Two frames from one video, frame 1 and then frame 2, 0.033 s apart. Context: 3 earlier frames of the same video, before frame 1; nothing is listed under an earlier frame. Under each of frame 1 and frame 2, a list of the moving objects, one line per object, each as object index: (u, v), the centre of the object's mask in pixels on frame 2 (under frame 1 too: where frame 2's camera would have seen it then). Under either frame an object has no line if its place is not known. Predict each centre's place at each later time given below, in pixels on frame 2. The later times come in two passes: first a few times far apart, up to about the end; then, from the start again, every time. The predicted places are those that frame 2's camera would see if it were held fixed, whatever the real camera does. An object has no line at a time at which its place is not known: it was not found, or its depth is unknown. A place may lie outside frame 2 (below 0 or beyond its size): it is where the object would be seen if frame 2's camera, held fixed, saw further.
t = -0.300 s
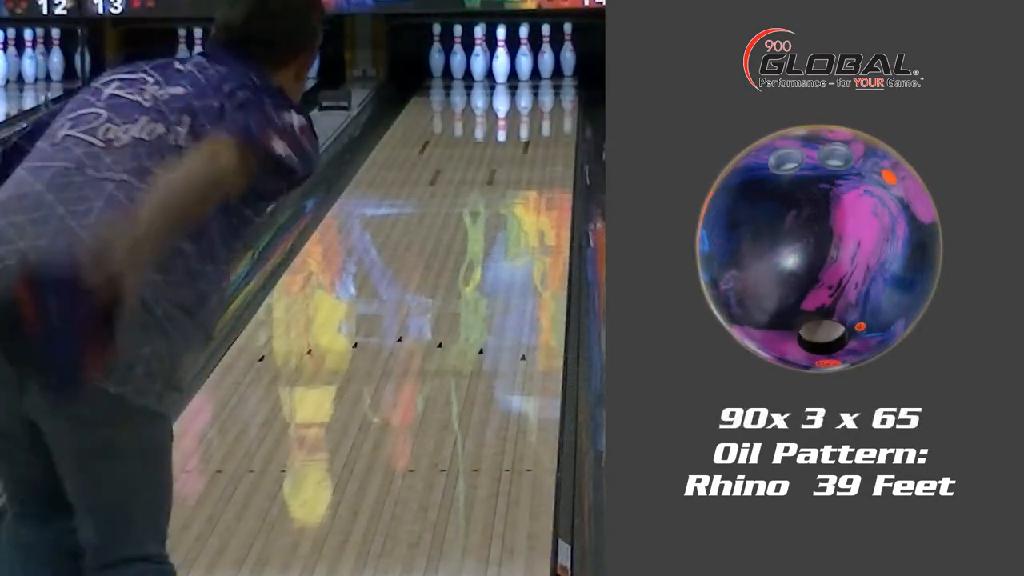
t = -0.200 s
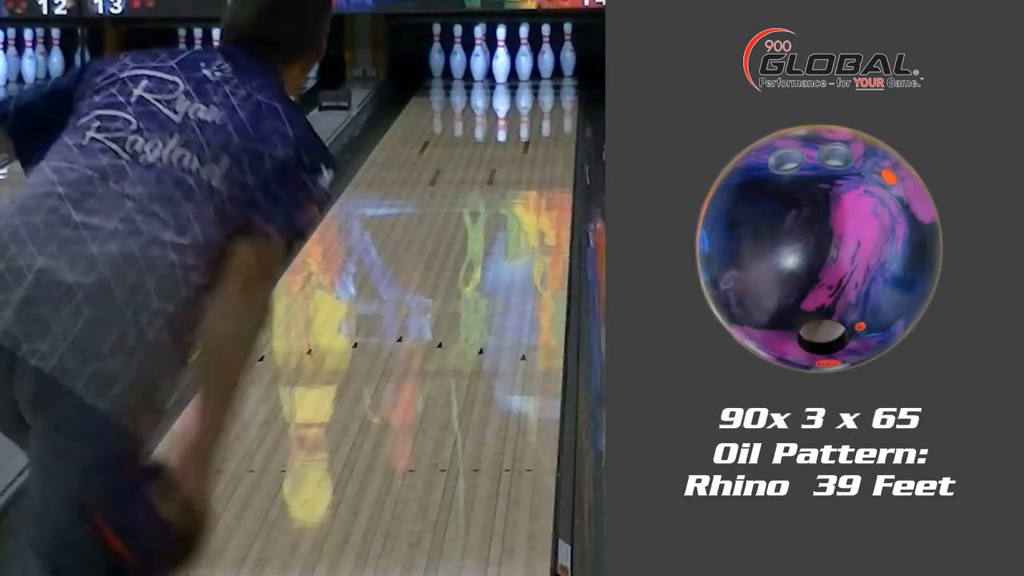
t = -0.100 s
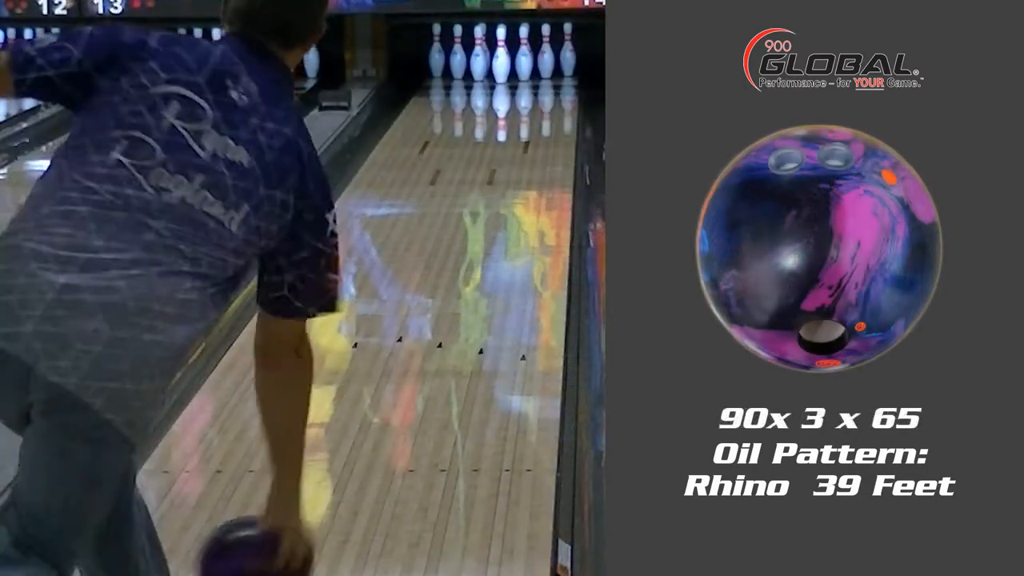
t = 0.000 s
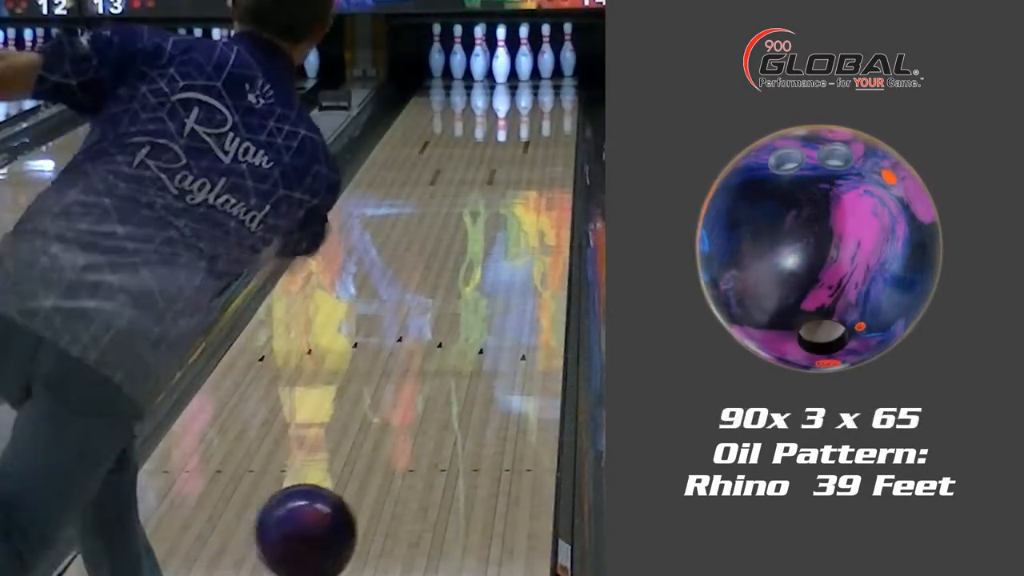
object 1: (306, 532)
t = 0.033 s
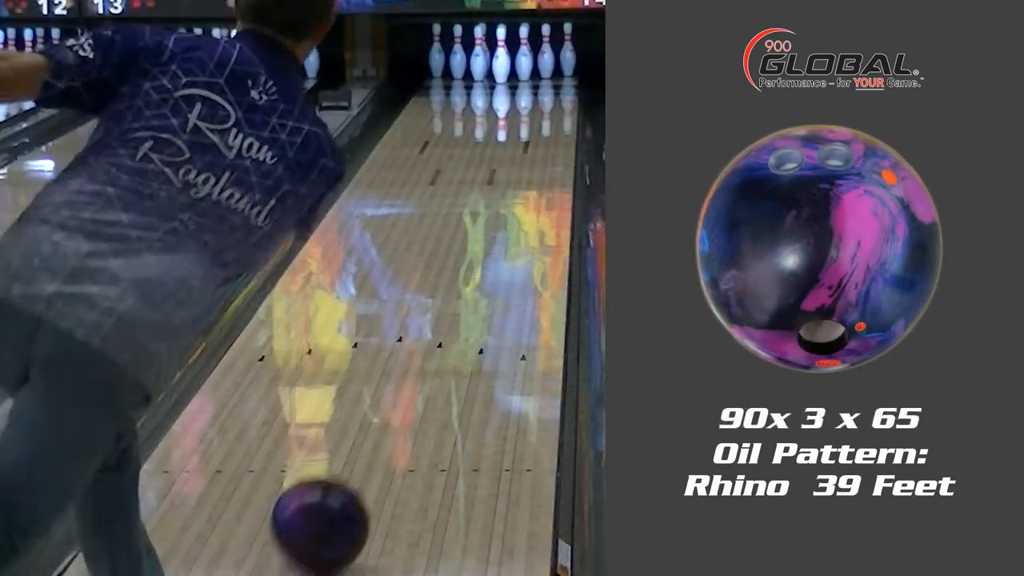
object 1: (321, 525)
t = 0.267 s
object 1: (396, 397)
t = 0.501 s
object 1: (446, 312)
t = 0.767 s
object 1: (486, 241)
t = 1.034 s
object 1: (512, 189)
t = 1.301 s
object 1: (531, 151)
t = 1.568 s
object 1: (540, 120)
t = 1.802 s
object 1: (539, 100)
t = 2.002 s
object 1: (533, 85)
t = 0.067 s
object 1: (334, 500)
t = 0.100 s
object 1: (346, 481)
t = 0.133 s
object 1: (357, 464)
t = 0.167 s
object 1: (367, 446)
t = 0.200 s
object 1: (377, 429)
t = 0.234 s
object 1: (387, 413)
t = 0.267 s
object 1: (396, 397)
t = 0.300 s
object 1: (404, 383)
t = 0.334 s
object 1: (412, 370)
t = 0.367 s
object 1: (420, 357)
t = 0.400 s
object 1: (427, 345)
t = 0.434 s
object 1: (434, 333)
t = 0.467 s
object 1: (440, 323)
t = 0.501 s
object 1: (446, 312)
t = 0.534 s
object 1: (452, 302)
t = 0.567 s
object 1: (458, 293)
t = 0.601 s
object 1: (463, 283)
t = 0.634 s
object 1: (468, 274)
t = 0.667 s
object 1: (473, 265)
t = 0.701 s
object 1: (477, 257)
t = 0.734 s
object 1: (482, 248)
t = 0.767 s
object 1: (486, 241)
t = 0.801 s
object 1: (490, 234)
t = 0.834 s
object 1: (493, 227)
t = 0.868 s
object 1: (497, 220)
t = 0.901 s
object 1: (500, 214)
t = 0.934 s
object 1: (504, 207)
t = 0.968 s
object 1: (507, 202)
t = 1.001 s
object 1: (509, 195)
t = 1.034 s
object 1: (512, 189)
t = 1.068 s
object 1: (515, 184)
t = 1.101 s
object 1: (518, 179)
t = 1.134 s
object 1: (520, 174)
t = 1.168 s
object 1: (523, 169)
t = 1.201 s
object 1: (525, 164)
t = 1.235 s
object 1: (527, 160)
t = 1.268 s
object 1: (529, 156)
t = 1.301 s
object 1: (531, 151)
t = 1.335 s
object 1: (533, 147)
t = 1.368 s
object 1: (534, 143)
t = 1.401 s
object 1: (536, 138)
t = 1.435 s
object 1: (537, 135)
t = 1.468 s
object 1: (538, 131)
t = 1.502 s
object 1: (539, 127)
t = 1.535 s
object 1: (540, 124)
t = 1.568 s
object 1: (540, 120)
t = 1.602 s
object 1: (541, 117)
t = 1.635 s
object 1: (541, 114)
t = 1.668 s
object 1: (541, 111)
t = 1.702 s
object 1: (540, 108)
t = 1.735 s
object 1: (540, 106)
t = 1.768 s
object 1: (540, 103)
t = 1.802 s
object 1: (539, 100)
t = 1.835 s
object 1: (538, 98)
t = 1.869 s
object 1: (538, 95)
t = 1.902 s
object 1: (536, 92)
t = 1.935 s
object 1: (535, 90)
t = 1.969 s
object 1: (534, 87)
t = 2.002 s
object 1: (533, 85)
